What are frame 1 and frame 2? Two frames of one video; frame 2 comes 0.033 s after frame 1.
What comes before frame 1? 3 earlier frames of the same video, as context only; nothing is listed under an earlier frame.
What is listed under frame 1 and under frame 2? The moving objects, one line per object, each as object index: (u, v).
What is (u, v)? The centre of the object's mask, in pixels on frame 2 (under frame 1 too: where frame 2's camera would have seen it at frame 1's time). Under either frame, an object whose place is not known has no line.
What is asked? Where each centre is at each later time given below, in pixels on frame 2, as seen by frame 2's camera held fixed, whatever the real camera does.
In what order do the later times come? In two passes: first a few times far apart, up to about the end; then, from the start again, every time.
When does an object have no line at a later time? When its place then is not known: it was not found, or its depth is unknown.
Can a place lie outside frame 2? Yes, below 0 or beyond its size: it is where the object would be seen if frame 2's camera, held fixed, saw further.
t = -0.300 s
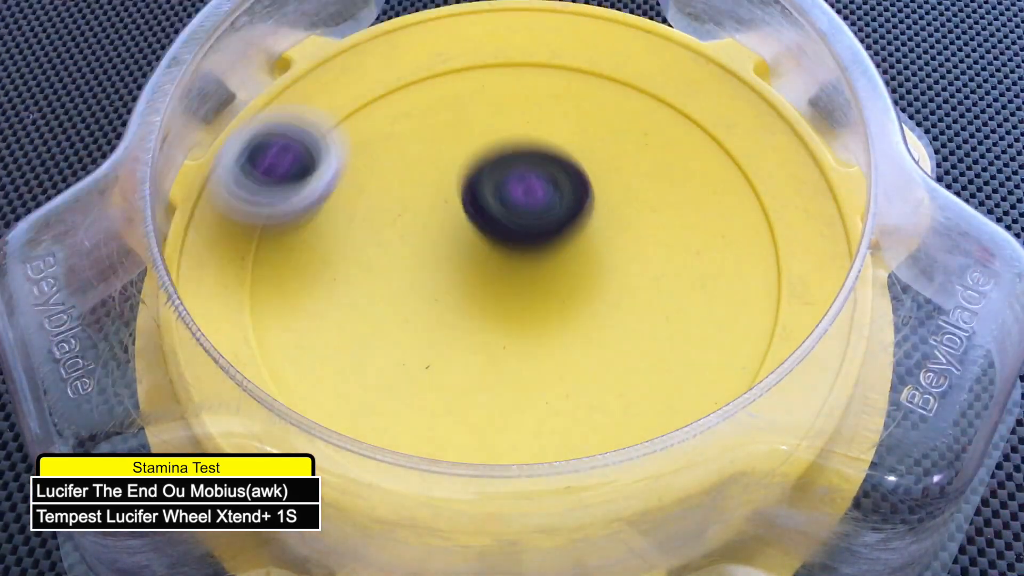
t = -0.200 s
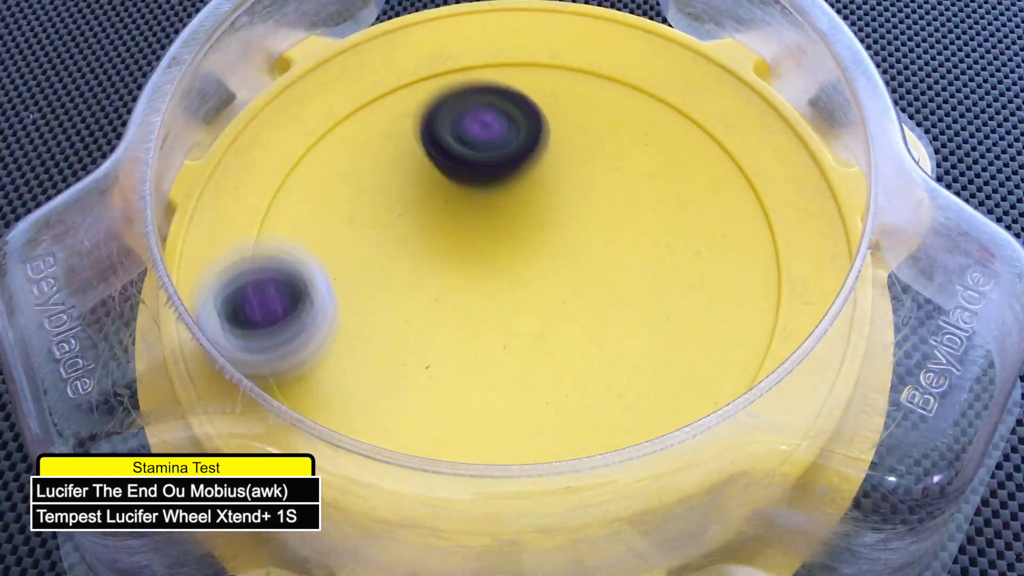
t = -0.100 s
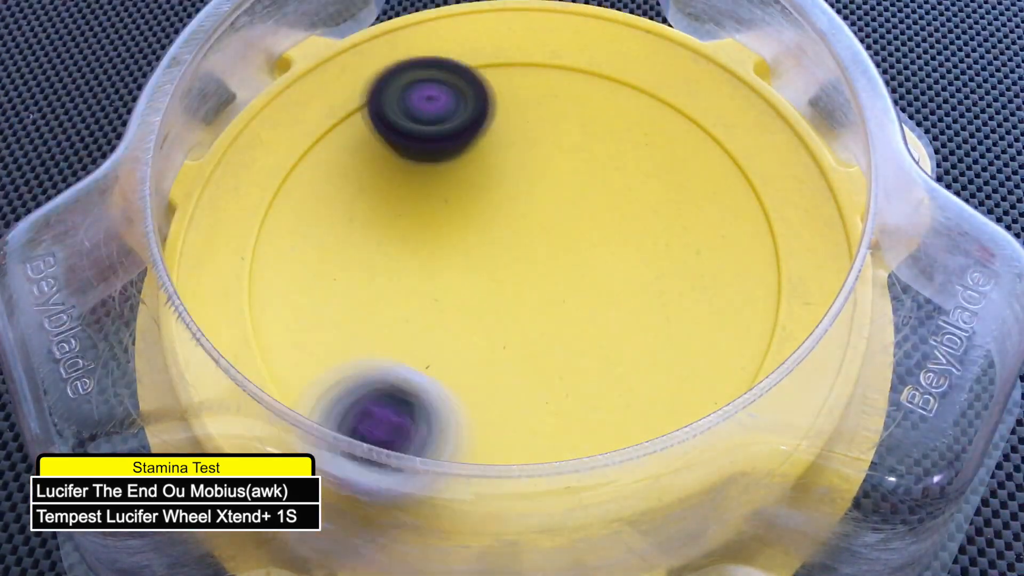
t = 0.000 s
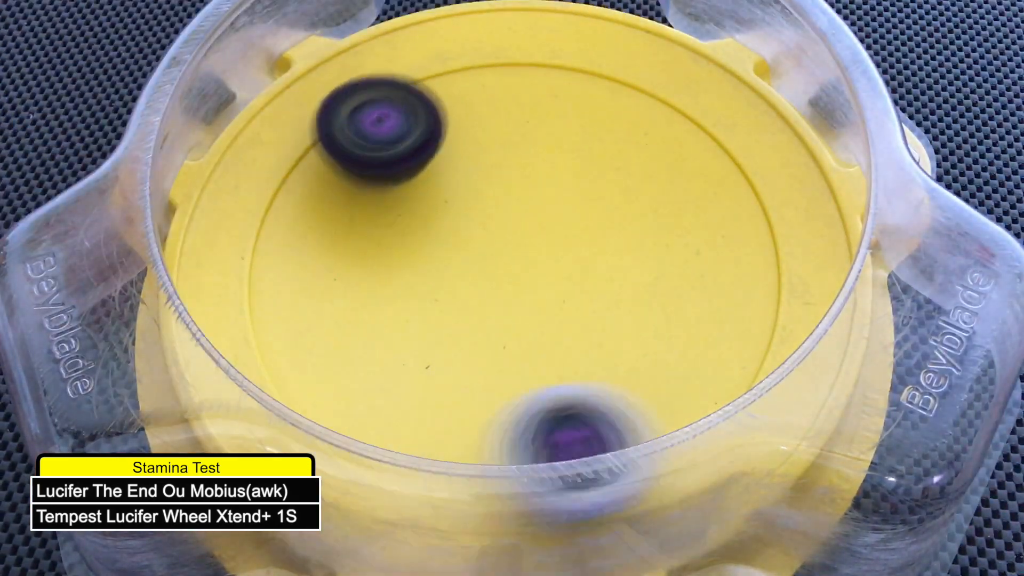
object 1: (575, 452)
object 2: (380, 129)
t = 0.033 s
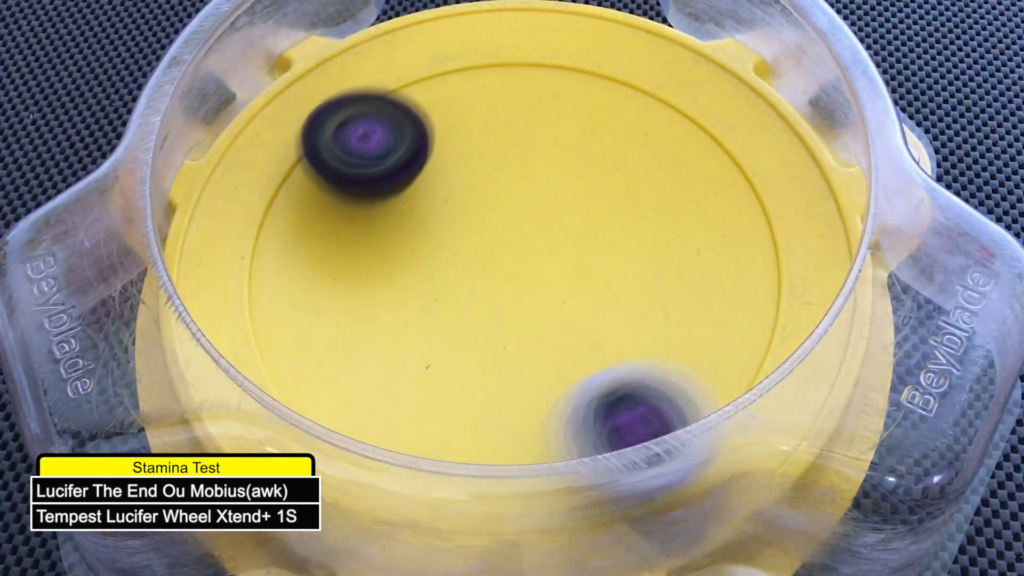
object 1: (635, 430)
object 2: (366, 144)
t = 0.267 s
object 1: (729, 133)
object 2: (354, 322)
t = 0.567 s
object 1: (300, 136)
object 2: (695, 303)
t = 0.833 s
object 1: (496, 458)
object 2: (576, 62)
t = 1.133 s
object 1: (723, 127)
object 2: (262, 237)
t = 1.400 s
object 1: (321, 114)
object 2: (610, 446)
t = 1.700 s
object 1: (561, 454)
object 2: (667, 82)
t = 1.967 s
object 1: (712, 115)
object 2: (287, 158)
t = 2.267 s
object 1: (267, 196)
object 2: (610, 444)
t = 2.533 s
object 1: (638, 426)
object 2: (684, 96)
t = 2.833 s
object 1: (592, 51)
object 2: (263, 209)
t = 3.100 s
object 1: (261, 291)
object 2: (639, 431)
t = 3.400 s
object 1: (754, 306)
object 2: (597, 54)
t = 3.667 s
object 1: (489, 44)
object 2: (258, 272)
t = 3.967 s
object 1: (378, 425)
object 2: (736, 333)
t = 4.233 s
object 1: (766, 216)
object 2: (528, 44)
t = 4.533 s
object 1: (336, 101)
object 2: (322, 372)
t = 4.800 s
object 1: (494, 458)
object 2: (761, 292)
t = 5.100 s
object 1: (693, 102)
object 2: (428, 54)
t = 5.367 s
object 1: (281, 165)
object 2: (350, 392)
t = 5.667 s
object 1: (648, 422)
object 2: (766, 226)
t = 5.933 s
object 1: (651, 74)
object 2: (431, 55)
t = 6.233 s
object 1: (258, 261)
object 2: (382, 429)
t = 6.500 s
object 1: (679, 402)
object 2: (767, 254)
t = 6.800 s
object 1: (574, 48)
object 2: (422, 55)
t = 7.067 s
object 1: (261, 275)
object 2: (334, 383)
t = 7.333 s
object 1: (636, 394)
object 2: (758, 292)
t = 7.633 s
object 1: (640, 122)
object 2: (459, 52)
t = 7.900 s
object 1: (333, 149)
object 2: (294, 290)
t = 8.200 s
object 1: (401, 432)
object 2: (688, 283)
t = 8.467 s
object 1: (725, 278)
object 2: (594, 52)
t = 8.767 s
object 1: (484, 43)
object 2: (333, 241)
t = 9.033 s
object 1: (268, 280)
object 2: (642, 413)
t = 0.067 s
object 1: (685, 399)
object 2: (354, 162)
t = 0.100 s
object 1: (719, 353)
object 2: (343, 183)
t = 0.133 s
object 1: (752, 312)
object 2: (335, 206)
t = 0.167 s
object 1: (768, 266)
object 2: (330, 232)
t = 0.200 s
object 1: (768, 218)
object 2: (331, 261)
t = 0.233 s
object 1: (754, 174)
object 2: (338, 292)
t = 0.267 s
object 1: (729, 133)
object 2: (354, 322)
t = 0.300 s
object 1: (695, 99)
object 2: (381, 349)
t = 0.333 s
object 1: (652, 72)
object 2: (416, 372)
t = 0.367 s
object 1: (604, 51)
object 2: (458, 387)
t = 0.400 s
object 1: (551, 42)
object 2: (503, 394)
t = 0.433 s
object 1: (496, 41)
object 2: (550, 392)
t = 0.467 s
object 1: (442, 49)
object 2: (594, 380)
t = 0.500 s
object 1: (388, 68)
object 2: (636, 361)
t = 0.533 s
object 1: (341, 96)
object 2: (669, 334)
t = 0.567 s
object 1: (300, 136)
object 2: (695, 303)
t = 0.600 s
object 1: (273, 179)
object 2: (711, 269)
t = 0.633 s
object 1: (258, 230)
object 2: (716, 232)
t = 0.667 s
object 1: (260, 283)
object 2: (712, 196)
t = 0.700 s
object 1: (281, 331)
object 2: (700, 162)
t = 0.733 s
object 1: (320, 372)
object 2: (679, 130)
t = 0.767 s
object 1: (365, 419)
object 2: (650, 102)
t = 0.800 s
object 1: (427, 443)
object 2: (615, 80)
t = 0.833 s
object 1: (496, 458)
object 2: (576, 62)
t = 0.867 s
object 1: (566, 454)
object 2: (533, 49)
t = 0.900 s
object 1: (627, 434)
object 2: (489, 43)
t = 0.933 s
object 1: (683, 401)
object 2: (446, 51)
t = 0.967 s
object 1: (719, 352)
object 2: (406, 69)
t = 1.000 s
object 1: (752, 312)
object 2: (363, 90)
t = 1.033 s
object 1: (769, 263)
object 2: (323, 116)
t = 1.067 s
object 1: (768, 214)
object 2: (291, 150)
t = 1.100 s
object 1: (753, 168)
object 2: (272, 192)
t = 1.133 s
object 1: (723, 127)
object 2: (262, 237)
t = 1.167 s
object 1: (686, 93)
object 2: (262, 288)
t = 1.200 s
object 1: (641, 66)
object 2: (283, 332)
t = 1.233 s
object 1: (589, 49)
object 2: (319, 370)
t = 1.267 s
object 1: (533, 42)
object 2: (367, 401)
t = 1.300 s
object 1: (477, 43)
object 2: (417, 445)
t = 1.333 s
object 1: (420, 57)
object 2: (481, 461)
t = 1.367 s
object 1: (367, 79)
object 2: (547, 460)
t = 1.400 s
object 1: (321, 114)
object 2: (610, 446)
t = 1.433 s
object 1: (285, 158)
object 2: (666, 410)
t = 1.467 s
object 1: (263, 208)
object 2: (704, 366)
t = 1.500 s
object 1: (257, 265)
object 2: (740, 331)
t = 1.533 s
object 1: (274, 317)
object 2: (765, 288)
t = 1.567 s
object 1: (310, 362)
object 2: (770, 238)
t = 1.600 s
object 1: (360, 398)
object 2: (760, 192)
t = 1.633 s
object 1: (416, 443)
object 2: (739, 148)
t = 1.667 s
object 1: (488, 457)
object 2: (706, 111)
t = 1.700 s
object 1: (561, 454)
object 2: (667, 82)
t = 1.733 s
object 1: (631, 432)
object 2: (622, 61)
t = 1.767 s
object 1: (685, 400)
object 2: (572, 48)
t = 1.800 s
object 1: (724, 348)
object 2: (519, 45)
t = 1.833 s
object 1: (756, 306)
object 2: (468, 47)
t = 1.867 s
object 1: (768, 252)
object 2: (415, 60)
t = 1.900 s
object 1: (765, 203)
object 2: (366, 84)
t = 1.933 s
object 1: (744, 156)
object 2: (322, 117)
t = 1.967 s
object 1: (712, 115)
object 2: (287, 158)
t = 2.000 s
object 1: (668, 82)
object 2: (265, 207)
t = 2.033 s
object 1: (617, 59)
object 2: (257, 260)
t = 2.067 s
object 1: (561, 44)
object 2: (270, 313)
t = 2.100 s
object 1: (502, 42)
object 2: (303, 356)
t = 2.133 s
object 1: (444, 50)
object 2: (350, 392)
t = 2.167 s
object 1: (384, 71)
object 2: (400, 440)
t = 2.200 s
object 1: (334, 103)
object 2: (468, 459)
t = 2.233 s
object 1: (292, 146)
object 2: (541, 459)
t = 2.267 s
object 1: (267, 196)
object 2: (610, 444)
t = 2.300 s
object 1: (258, 256)
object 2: (667, 407)
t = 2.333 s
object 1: (270, 311)
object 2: (708, 362)
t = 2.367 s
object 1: (308, 360)
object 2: (746, 320)
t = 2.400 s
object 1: (359, 397)
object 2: (767, 274)
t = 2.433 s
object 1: (419, 442)
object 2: (765, 221)
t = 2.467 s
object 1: (495, 457)
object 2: (751, 175)
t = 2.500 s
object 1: (571, 451)
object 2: (724, 132)
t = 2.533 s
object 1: (638, 426)
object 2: (684, 96)
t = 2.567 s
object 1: (697, 390)
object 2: (640, 68)
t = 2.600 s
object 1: (730, 340)
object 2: (588, 51)
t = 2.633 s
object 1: (760, 293)
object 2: (533, 45)
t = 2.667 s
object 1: (769, 237)
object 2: (475, 45)
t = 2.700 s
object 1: (758, 186)
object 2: (419, 57)
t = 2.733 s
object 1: (732, 141)
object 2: (367, 81)
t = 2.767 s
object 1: (693, 100)
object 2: (321, 115)
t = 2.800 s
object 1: (648, 71)
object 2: (285, 158)
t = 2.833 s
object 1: (592, 51)
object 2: (263, 209)
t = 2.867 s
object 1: (531, 43)
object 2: (258, 267)
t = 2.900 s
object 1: (471, 45)
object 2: (274, 321)
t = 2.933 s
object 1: (411, 61)
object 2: (314, 367)
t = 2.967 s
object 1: (355, 88)
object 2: (362, 415)
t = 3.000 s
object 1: (308, 127)
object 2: (425, 447)
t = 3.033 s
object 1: (276, 176)
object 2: (498, 460)
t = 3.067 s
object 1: (259, 230)
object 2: (572, 453)
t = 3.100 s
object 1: (261, 291)
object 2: (639, 431)
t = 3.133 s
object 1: (291, 343)
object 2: (684, 379)
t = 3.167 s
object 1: (340, 385)
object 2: (730, 341)
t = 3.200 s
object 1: (393, 432)
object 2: (759, 295)
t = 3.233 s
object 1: (466, 454)
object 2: (767, 241)
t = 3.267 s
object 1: (544, 457)
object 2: (757, 190)
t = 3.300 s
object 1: (615, 439)
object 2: (732, 144)
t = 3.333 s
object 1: (676, 406)
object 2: (695, 104)
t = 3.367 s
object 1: (719, 352)
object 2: (651, 74)
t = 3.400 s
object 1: (754, 306)
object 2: (597, 54)
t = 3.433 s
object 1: (769, 254)
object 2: (539, 44)
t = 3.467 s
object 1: (763, 203)
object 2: (480, 46)
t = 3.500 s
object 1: (741, 155)
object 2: (422, 56)
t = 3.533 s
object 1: (706, 112)
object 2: (368, 80)
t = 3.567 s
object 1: (660, 78)
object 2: (320, 117)
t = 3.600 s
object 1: (608, 56)
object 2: (283, 161)
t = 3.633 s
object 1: (549, 44)
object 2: (262, 213)
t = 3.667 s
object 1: (489, 44)
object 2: (258, 272)
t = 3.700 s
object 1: (426, 56)
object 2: (278, 328)
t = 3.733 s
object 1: (370, 79)
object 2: (321, 372)
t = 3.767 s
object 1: (321, 115)
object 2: (376, 405)
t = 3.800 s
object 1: (282, 164)
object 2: (437, 449)
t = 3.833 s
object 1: (261, 215)
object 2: (510, 459)
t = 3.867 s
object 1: (259, 275)
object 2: (585, 449)
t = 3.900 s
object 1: (282, 332)
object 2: (647, 417)
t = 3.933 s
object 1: (326, 375)
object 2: (692, 372)
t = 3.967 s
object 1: (378, 425)
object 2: (736, 333)
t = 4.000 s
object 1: (449, 450)
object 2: (762, 284)
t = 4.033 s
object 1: (524, 458)
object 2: (766, 229)
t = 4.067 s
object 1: (598, 443)
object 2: (752, 181)
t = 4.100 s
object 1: (664, 414)
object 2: (725, 135)
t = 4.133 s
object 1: (712, 373)
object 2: (686, 97)
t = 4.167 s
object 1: (746, 320)
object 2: (637, 68)
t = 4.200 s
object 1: (767, 270)
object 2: (585, 50)
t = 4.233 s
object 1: (766, 216)
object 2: (528, 44)
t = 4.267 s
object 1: (749, 167)
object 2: (470, 46)
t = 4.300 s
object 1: (717, 123)
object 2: (412, 60)
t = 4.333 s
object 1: (676, 88)
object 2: (359, 85)
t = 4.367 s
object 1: (625, 63)
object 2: (314, 122)
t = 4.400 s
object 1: (569, 46)
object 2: (281, 165)
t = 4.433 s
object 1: (508, 43)
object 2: (261, 218)
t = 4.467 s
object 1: (447, 50)
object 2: (258, 275)
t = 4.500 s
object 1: (388, 70)
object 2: (279, 329)
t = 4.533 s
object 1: (336, 101)
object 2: (322, 372)
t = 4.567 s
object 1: (295, 143)
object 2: (370, 421)
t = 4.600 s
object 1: (268, 195)
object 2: (436, 448)
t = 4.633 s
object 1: (258, 251)
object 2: (508, 459)
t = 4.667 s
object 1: (270, 311)
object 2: (580, 450)
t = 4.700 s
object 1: (308, 360)
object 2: (647, 425)
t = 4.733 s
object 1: (354, 411)
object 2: (688, 376)
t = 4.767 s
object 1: (421, 442)
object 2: (733, 337)
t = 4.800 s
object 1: (494, 458)
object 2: (761, 292)
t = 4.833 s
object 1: (571, 450)
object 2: (766, 238)
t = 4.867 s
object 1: (638, 427)
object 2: (755, 188)
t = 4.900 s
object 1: (695, 390)
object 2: (731, 143)
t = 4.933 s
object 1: (731, 339)
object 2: (695, 103)
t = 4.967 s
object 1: (761, 291)
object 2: (649, 74)
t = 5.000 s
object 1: (768, 237)
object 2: (598, 54)
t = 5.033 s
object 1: (756, 184)
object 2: (542, 45)
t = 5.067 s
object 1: (731, 141)
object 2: (485, 44)
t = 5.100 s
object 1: (693, 102)
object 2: (428, 54)
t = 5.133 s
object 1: (647, 72)
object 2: (376, 77)
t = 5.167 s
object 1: (593, 53)
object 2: (329, 109)
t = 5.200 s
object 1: (535, 44)
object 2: (289, 152)
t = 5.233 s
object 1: (477, 44)
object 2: (266, 200)
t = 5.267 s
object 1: (418, 58)
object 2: (258, 255)
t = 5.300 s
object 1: (364, 83)
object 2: (268, 310)
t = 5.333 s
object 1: (316, 120)
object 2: (302, 355)
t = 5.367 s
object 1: (281, 165)
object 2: (350, 392)
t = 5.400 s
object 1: (261, 218)
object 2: (402, 439)
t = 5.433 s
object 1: (259, 276)
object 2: (471, 457)
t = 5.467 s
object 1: (282, 331)
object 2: (541, 457)
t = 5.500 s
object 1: (323, 374)
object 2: (609, 441)
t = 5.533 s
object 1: (373, 423)
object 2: (664, 406)
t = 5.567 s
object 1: (441, 451)
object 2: (706, 362)
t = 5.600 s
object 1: (512, 458)
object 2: (743, 324)
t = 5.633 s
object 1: (586, 448)
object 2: (764, 277)
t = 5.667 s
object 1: (648, 422)
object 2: (766, 226)
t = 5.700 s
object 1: (702, 385)
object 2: (752, 178)
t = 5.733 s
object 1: (736, 333)
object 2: (725, 136)
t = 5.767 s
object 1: (763, 286)
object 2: (690, 100)
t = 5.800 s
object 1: (768, 236)
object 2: (645, 72)
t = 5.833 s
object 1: (756, 187)
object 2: (595, 53)
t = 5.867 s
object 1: (732, 141)
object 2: (541, 44)
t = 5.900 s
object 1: (696, 103)
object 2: (486, 44)
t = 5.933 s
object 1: (651, 74)
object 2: (431, 55)
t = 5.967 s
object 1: (599, 53)
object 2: (379, 74)
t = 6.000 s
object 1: (543, 44)
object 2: (333, 104)
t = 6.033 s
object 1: (485, 43)
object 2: (295, 144)
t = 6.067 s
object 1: (430, 55)
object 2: (269, 191)
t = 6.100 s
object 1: (375, 76)
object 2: (257, 239)
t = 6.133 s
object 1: (326, 109)
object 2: (263, 298)
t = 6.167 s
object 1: (288, 155)
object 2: (291, 343)
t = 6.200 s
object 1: (263, 205)
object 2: (335, 381)
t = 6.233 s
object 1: (258, 261)
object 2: (382, 429)
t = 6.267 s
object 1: (272, 315)
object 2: (446, 451)
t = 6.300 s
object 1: (309, 362)
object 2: (514, 458)
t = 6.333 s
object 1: (352, 409)
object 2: (583, 449)
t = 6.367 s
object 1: (414, 441)
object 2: (644, 425)
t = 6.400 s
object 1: (482, 456)
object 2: (684, 379)
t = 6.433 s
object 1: (557, 454)
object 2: (727, 343)
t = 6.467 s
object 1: (625, 436)
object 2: (756, 301)
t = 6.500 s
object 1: (679, 402)
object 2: (767, 254)
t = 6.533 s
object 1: (719, 353)
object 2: (762, 206)
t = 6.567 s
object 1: (753, 307)
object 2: (742, 162)
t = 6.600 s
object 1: (766, 260)
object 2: (714, 123)
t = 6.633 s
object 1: (764, 210)
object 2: (676, 89)
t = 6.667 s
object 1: (746, 162)
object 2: (633, 65)
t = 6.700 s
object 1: (714, 122)
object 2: (583, 50)
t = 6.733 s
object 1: (676, 90)
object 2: (530, 44)
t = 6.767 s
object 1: (630, 64)
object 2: (475, 45)
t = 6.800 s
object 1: (574, 48)
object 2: (422, 55)
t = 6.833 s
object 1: (516, 43)
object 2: (373, 76)
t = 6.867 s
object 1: (460, 48)
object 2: (331, 107)
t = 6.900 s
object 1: (403, 64)
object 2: (293, 147)
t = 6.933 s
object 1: (351, 92)
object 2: (270, 189)
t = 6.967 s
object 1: (309, 127)
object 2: (258, 238)
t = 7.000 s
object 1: (277, 174)
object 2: (263, 293)
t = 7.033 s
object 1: (258, 226)
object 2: (288, 340)
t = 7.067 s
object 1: (261, 275)
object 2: (334, 383)
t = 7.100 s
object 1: (275, 318)
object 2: (393, 432)
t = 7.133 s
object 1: (305, 354)
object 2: (465, 457)
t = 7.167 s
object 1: (346, 386)
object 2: (537, 458)
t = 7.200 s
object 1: (401, 411)
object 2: (602, 435)
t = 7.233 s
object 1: (457, 439)
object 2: (654, 396)
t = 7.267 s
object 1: (520, 441)
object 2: (698, 367)
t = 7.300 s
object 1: (582, 427)
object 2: (734, 333)
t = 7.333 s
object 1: (636, 394)
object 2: (758, 292)
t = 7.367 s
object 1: (687, 361)
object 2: (763, 248)
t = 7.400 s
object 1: (717, 324)
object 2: (755, 205)
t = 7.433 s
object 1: (736, 277)
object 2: (736, 164)
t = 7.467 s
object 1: (737, 244)
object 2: (716, 115)
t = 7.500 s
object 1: (728, 217)
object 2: (671, 81)
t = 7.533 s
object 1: (713, 190)
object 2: (612, 63)
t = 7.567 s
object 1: (695, 165)
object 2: (562, 46)
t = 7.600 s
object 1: (669, 142)
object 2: (511, 46)
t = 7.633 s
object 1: (640, 122)
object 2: (459, 52)
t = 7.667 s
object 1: (603, 107)
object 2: (412, 62)
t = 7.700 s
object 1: (566, 96)
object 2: (374, 83)
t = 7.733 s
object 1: (525, 90)
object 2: (340, 109)
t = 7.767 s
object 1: (483, 90)
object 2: (308, 140)
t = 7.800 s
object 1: (442, 95)
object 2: (286, 172)
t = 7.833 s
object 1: (403, 107)
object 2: (276, 209)
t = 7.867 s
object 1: (366, 126)
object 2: (280, 251)
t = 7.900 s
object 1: (333, 149)
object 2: (294, 290)
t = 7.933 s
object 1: (305, 177)
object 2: (325, 329)
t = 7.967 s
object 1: (283, 210)
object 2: (365, 358)
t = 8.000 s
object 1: (270, 245)
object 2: (413, 378)
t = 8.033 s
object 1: (267, 282)
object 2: (467, 388)
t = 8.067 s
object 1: (275, 317)
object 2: (523, 387)
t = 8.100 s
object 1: (299, 349)
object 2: (576, 374)
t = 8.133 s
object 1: (329, 377)
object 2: (623, 349)
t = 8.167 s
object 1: (357, 413)
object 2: (660, 318)
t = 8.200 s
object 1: (401, 432)
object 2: (688, 283)
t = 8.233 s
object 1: (449, 449)
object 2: (706, 244)
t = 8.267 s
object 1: (504, 448)
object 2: (713, 206)
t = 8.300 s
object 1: (554, 440)
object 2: (711, 169)
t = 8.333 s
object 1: (602, 421)
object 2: (700, 135)
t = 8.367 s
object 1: (646, 387)
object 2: (681, 106)
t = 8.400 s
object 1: (683, 358)
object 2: (656, 82)
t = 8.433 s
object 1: (709, 321)
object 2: (627, 64)
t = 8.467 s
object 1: (725, 278)
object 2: (594, 52)
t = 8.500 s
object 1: (729, 234)
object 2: (558, 48)
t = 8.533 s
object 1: (723, 193)
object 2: (521, 48)
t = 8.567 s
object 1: (707, 155)
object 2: (484, 54)
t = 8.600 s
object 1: (683, 120)
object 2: (447, 68)
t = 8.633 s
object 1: (651, 90)
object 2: (413, 89)
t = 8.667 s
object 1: (614, 68)
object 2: (381, 120)
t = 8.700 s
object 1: (574, 50)
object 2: (356, 156)
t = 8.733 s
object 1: (529, 42)
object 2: (339, 196)
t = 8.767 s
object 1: (484, 43)
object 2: (333, 241)
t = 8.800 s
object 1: (441, 52)
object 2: (341, 287)
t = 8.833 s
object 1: (397, 66)
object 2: (360, 331)
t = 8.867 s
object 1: (357, 87)
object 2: (392, 369)
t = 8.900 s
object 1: (323, 115)
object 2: (435, 398)
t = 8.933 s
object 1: (293, 151)
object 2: (485, 412)
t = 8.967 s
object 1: (274, 188)
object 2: (538, 417)
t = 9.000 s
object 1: (264, 232)
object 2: (589, 412)
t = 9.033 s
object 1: (268, 280)
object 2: (642, 413)
